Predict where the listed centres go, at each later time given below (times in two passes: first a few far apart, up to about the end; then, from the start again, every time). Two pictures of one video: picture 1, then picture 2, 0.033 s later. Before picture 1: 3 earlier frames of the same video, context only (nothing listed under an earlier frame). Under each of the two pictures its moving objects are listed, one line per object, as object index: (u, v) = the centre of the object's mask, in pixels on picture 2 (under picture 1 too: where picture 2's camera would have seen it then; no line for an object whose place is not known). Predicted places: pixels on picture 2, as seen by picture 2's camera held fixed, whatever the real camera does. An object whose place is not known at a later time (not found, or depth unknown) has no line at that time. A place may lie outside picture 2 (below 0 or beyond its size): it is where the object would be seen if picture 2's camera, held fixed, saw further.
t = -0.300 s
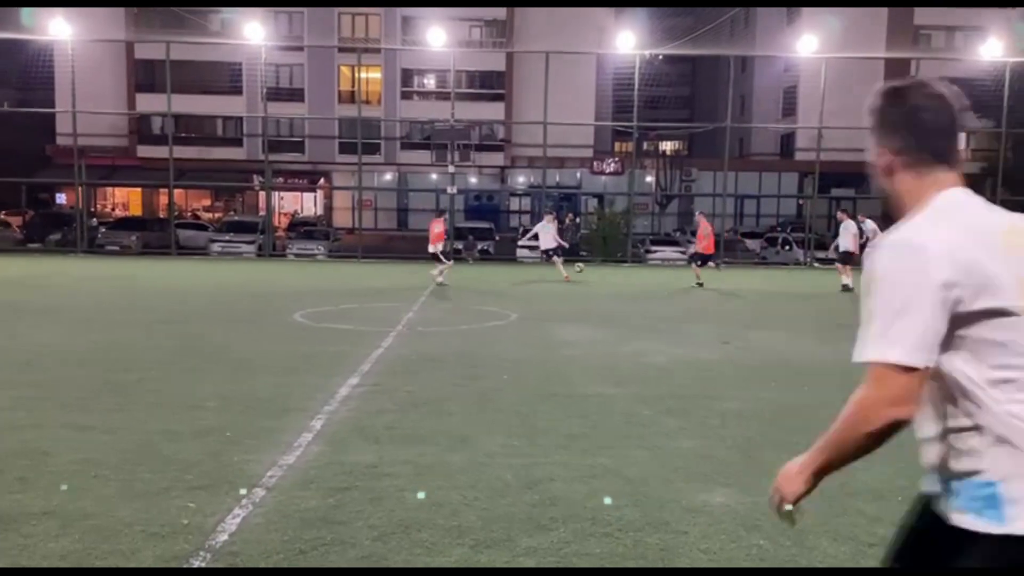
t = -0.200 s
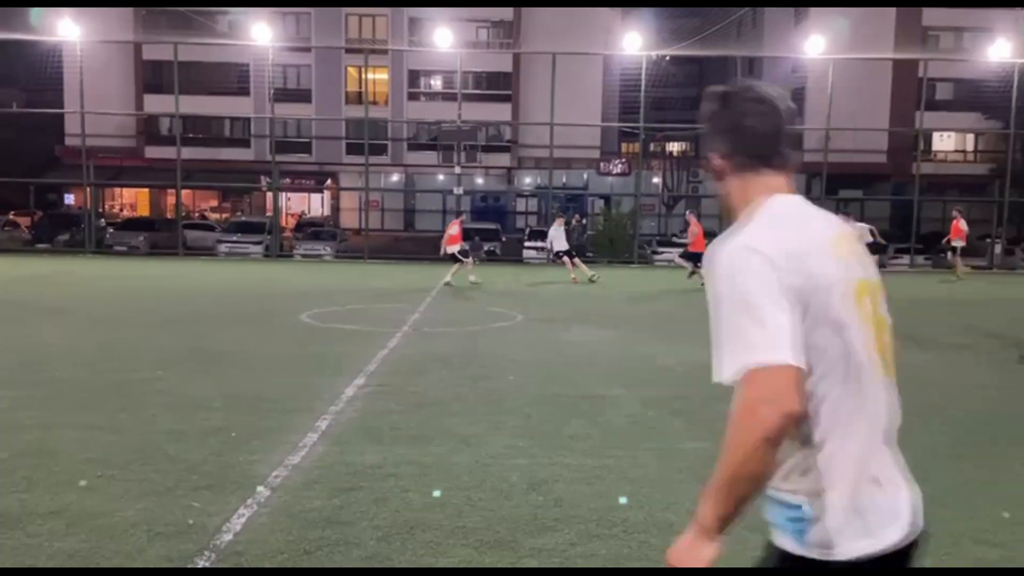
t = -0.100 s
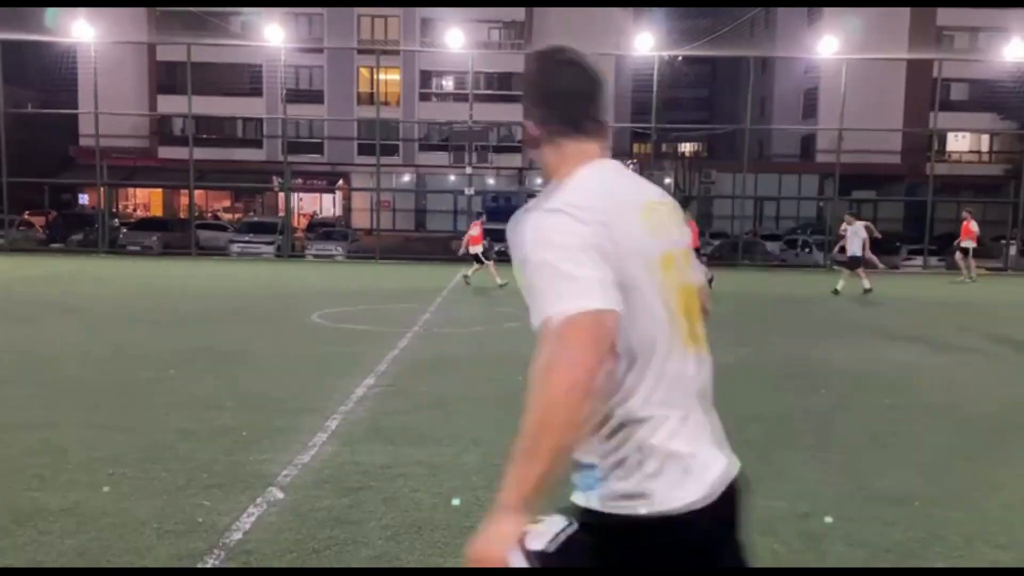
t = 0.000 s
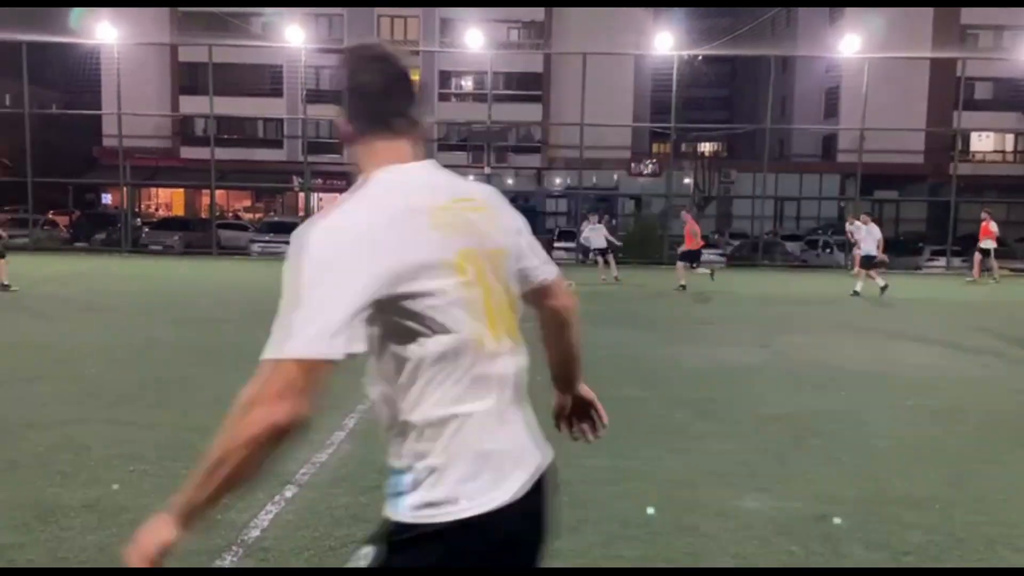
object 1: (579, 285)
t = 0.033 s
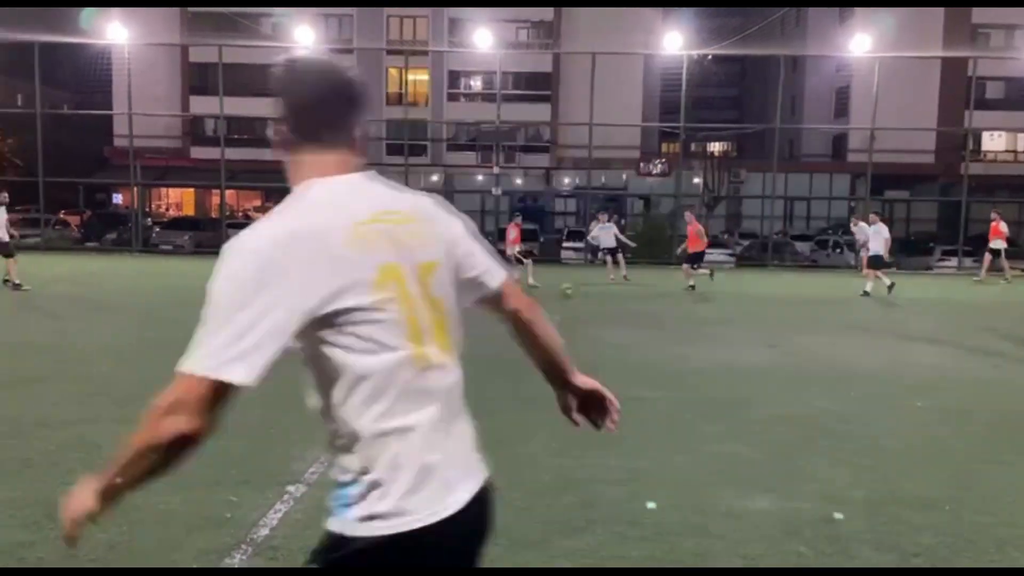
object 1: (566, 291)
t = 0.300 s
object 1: (463, 310)
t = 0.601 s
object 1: (308, 336)
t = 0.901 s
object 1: (54, 380)
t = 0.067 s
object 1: (555, 294)
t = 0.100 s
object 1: (543, 295)
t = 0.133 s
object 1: (531, 296)
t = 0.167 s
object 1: (518, 298)
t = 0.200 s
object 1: (506, 302)
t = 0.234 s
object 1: (490, 305)
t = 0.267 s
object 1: (478, 307)
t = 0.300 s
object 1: (463, 310)
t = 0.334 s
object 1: (447, 314)
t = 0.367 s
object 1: (433, 315)
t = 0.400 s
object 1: (418, 316)
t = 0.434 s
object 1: (402, 316)
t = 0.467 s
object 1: (386, 318)
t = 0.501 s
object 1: (368, 323)
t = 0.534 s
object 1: (349, 328)
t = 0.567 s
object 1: (330, 335)
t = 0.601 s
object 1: (308, 336)
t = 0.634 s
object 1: (287, 335)
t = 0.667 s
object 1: (264, 336)
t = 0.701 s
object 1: (240, 338)
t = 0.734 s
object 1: (214, 342)
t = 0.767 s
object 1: (186, 347)
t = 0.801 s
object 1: (156, 353)
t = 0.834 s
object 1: (125, 363)
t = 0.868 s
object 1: (93, 374)
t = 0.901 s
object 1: (54, 380)
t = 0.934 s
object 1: (14, 384)
